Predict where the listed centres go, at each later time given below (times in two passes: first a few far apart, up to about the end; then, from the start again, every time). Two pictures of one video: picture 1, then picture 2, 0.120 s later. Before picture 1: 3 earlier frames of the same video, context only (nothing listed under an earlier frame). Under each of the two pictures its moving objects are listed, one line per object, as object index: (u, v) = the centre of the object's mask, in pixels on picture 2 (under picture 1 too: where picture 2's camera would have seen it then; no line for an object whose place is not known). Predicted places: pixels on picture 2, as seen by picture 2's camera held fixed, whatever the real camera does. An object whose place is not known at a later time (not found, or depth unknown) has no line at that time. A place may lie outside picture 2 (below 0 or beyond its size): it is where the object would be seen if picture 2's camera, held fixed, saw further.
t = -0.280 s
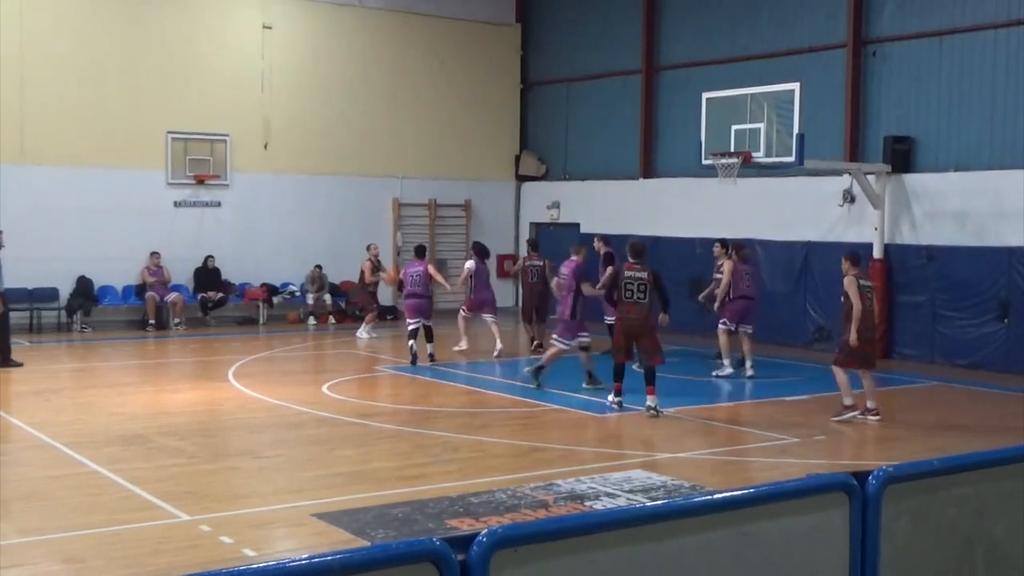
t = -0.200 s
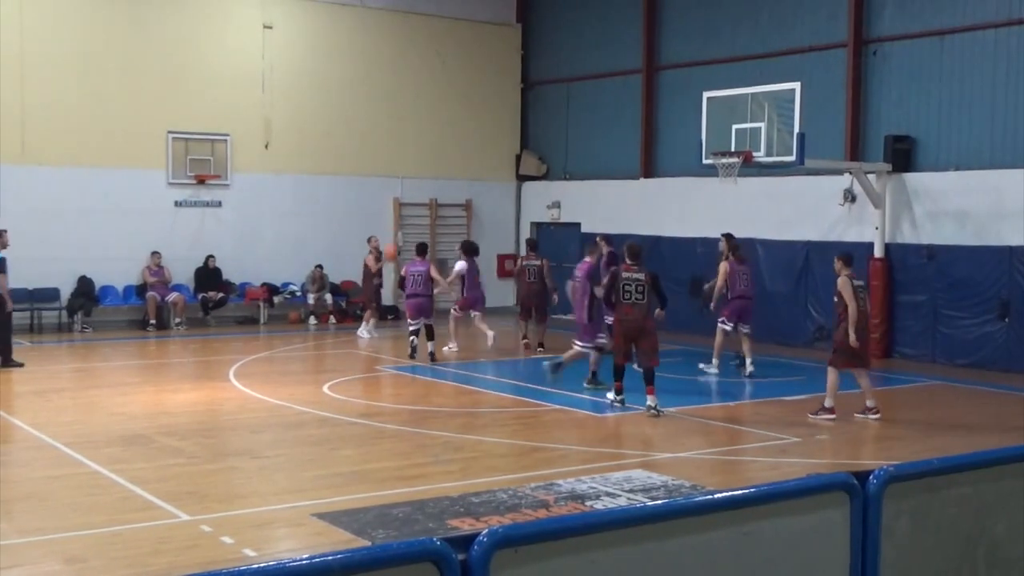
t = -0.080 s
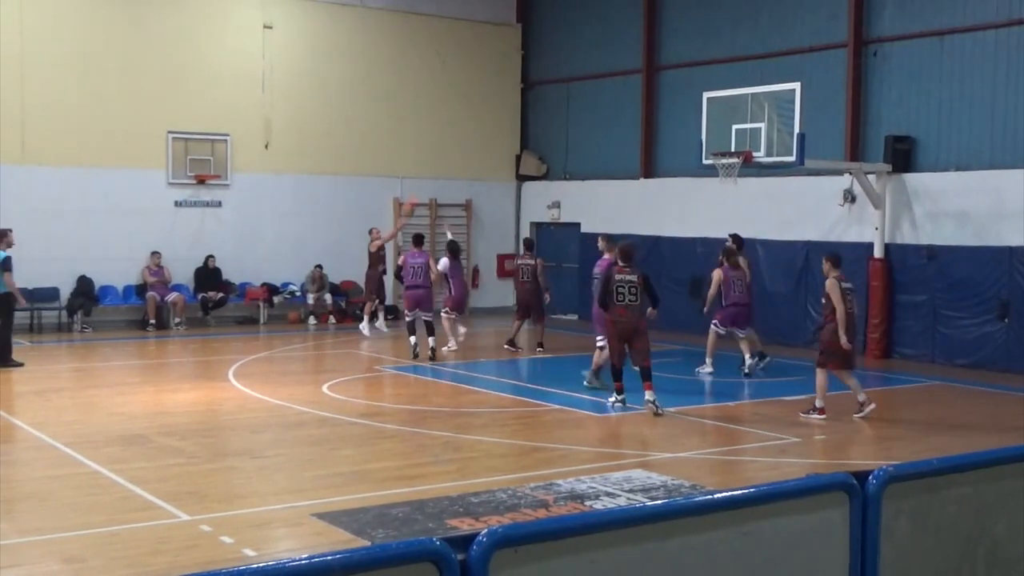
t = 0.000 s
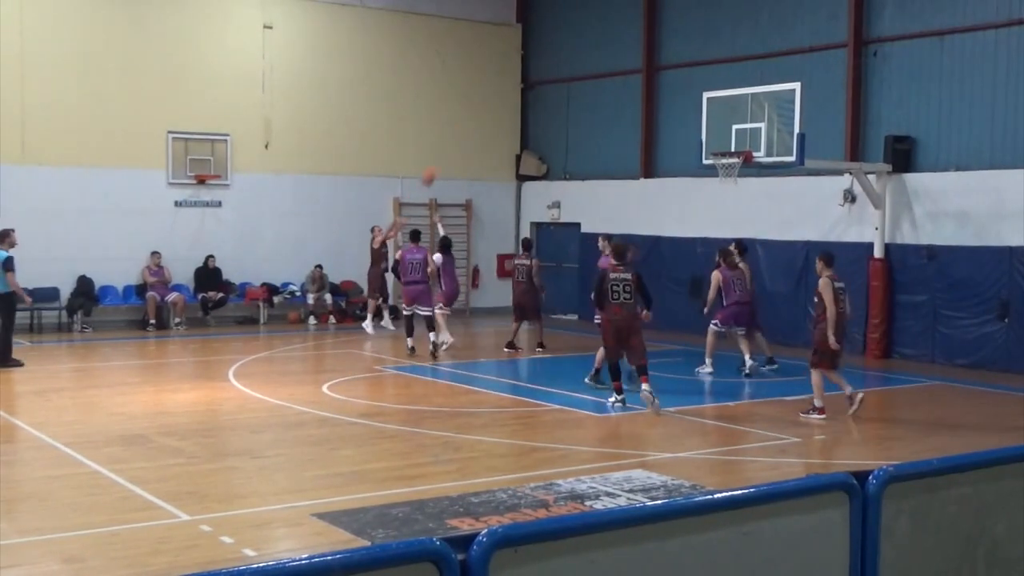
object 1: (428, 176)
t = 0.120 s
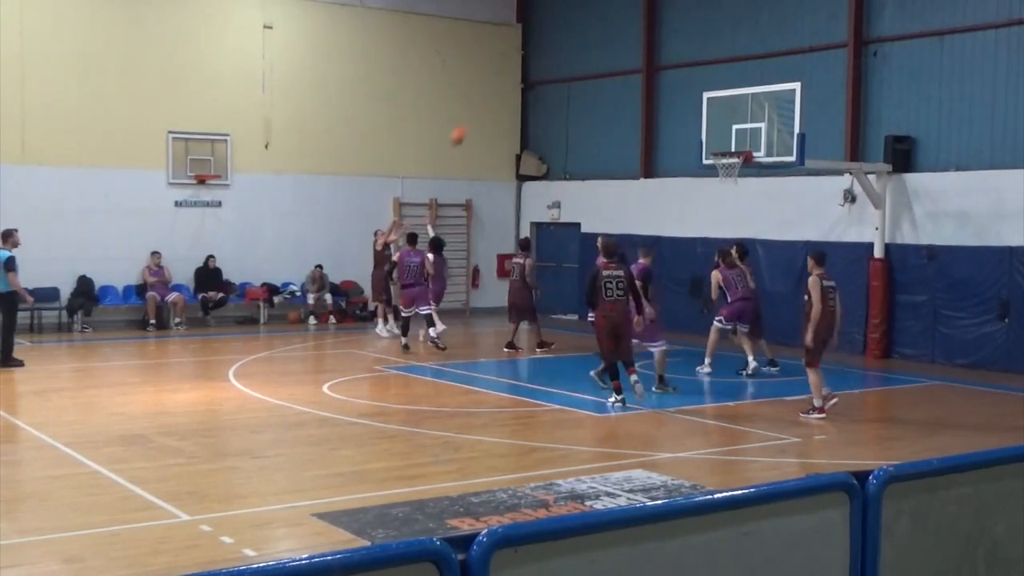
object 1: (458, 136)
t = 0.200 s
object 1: (477, 112)
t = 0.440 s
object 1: (537, 64)
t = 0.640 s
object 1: (590, 49)
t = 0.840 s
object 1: (645, 59)
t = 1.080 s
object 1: (718, 110)
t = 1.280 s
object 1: (775, 139)
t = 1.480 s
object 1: (789, 141)
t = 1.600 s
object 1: (788, 152)
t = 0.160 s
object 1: (467, 124)
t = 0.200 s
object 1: (477, 112)
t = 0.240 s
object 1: (487, 102)
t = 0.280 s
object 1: (496, 93)
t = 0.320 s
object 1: (506, 85)
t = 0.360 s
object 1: (516, 77)
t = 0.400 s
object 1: (526, 71)
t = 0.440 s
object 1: (537, 64)
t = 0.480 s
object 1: (548, 59)
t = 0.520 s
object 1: (558, 55)
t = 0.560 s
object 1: (568, 52)
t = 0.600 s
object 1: (581, 50)
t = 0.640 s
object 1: (590, 49)
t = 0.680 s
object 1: (601, 49)
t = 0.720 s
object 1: (612, 50)
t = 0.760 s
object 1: (624, 52)
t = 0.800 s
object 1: (634, 55)
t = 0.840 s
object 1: (645, 59)
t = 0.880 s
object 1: (657, 64)
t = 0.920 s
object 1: (669, 71)
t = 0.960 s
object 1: (681, 78)
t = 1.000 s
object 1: (692, 88)
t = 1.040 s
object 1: (704, 97)
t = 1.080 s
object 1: (718, 110)
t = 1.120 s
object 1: (726, 121)
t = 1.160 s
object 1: (741, 136)
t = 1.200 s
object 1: (750, 144)
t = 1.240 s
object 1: (763, 142)
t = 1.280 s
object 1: (775, 139)
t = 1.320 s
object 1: (785, 139)
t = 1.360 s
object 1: (789, 139)
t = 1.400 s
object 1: (789, 138)
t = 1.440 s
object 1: (789, 139)
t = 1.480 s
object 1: (789, 141)
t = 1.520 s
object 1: (788, 143)
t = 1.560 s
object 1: (788, 146)
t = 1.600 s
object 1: (788, 152)
